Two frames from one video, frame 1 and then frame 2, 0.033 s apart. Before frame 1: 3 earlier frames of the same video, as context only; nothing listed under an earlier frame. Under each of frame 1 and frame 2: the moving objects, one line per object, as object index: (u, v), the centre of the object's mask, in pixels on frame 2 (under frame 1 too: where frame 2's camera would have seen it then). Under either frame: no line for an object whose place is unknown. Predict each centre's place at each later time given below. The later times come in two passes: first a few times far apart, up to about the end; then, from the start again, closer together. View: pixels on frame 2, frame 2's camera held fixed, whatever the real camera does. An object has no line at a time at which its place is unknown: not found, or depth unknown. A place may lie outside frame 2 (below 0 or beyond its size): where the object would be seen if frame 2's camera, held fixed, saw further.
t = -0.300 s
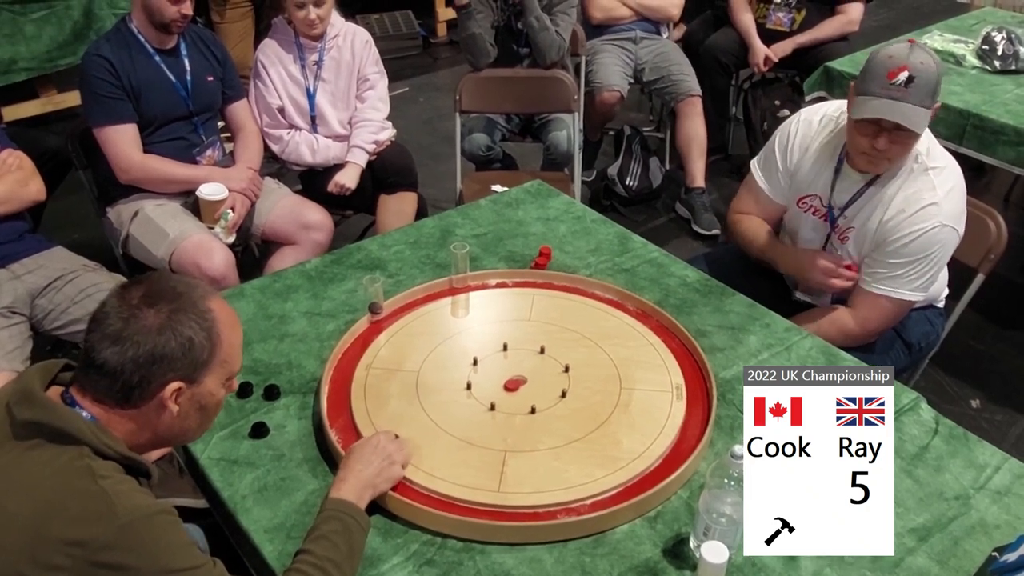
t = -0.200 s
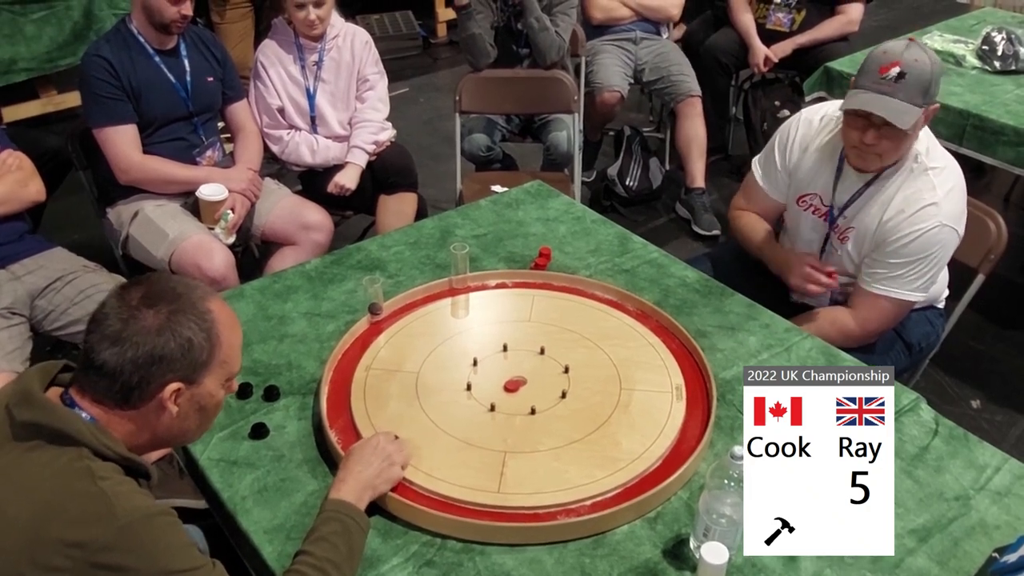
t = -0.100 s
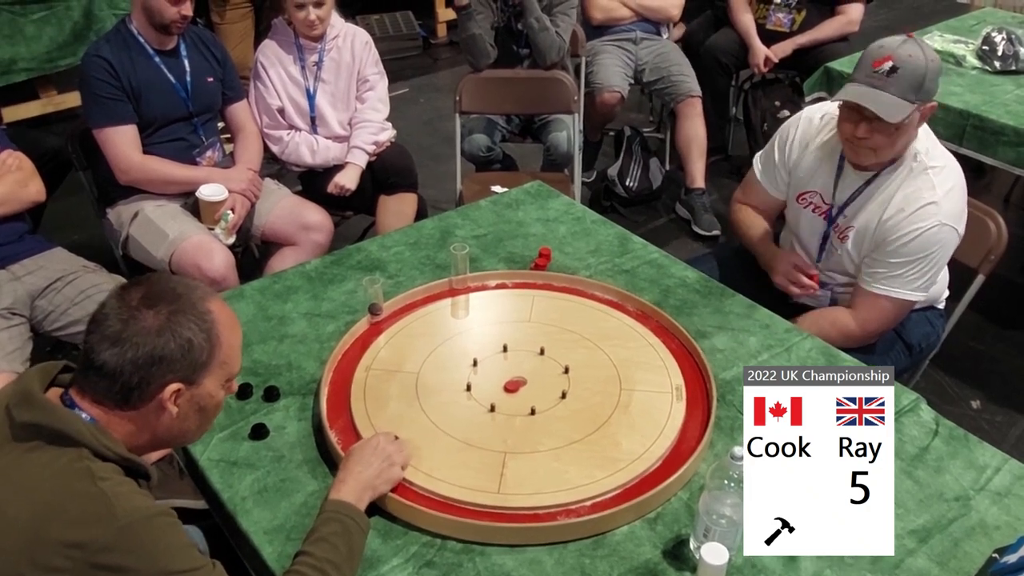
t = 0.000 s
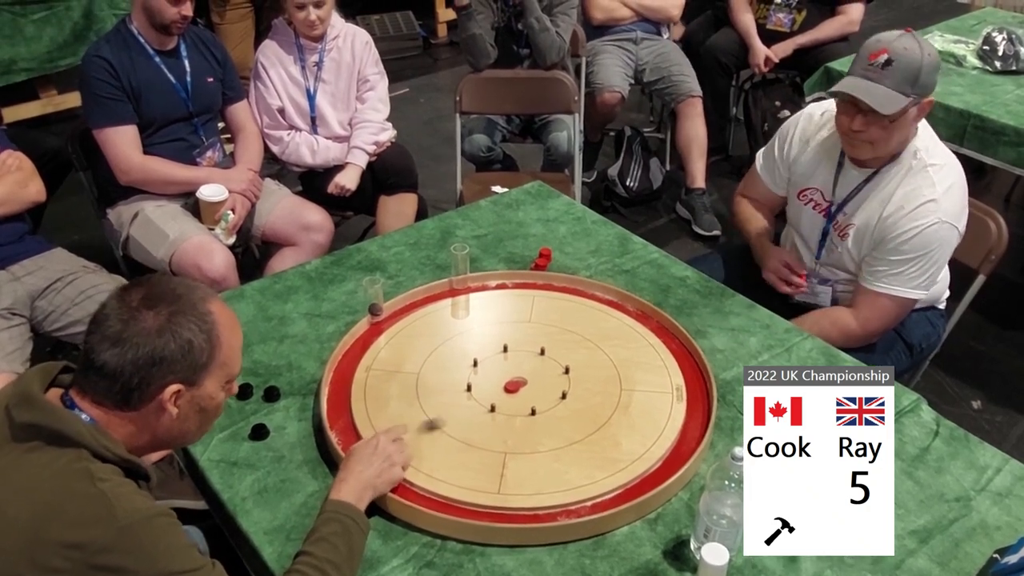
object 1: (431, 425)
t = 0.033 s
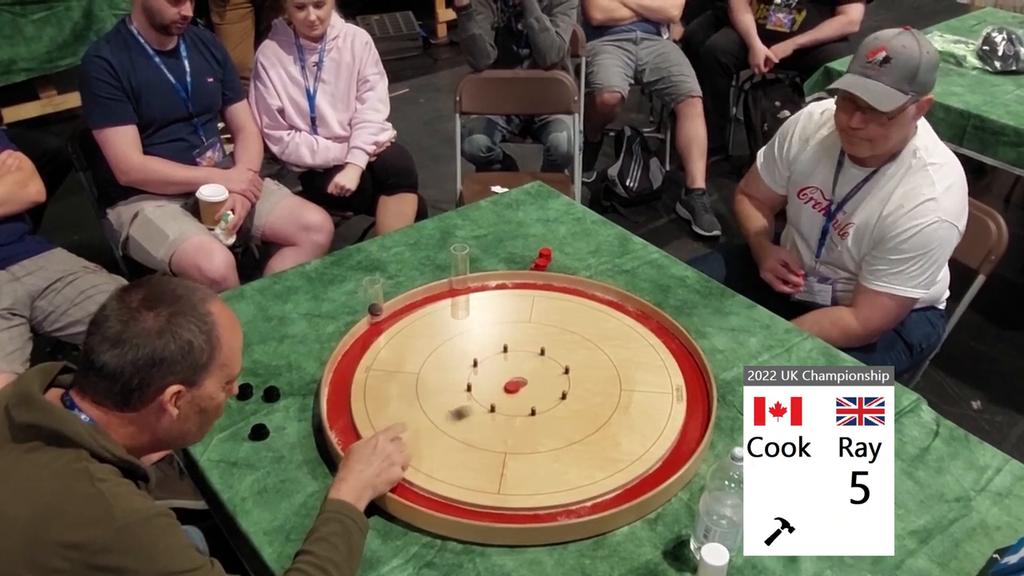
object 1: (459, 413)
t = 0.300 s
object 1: (550, 408)
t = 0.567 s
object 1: (591, 418)
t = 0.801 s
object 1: (610, 422)
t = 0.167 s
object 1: (522, 401)
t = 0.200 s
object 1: (529, 402)
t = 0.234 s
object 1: (537, 404)
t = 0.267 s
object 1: (544, 406)
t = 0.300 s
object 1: (550, 408)
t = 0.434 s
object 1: (574, 414)
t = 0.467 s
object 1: (578, 415)
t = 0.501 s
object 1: (583, 416)
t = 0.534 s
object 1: (587, 417)
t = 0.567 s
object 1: (591, 418)
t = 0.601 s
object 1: (595, 419)
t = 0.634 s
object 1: (598, 420)
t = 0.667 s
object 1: (601, 421)
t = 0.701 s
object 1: (604, 421)
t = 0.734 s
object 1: (606, 422)
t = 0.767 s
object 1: (608, 422)
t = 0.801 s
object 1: (610, 422)
